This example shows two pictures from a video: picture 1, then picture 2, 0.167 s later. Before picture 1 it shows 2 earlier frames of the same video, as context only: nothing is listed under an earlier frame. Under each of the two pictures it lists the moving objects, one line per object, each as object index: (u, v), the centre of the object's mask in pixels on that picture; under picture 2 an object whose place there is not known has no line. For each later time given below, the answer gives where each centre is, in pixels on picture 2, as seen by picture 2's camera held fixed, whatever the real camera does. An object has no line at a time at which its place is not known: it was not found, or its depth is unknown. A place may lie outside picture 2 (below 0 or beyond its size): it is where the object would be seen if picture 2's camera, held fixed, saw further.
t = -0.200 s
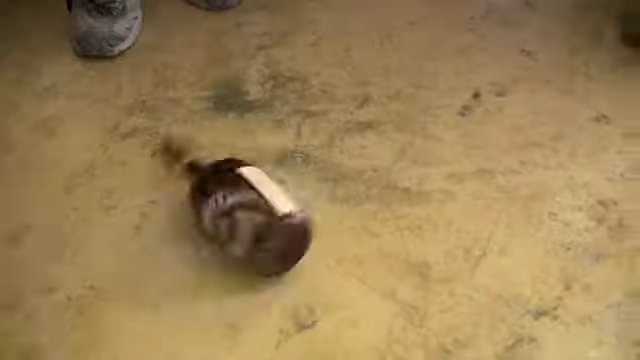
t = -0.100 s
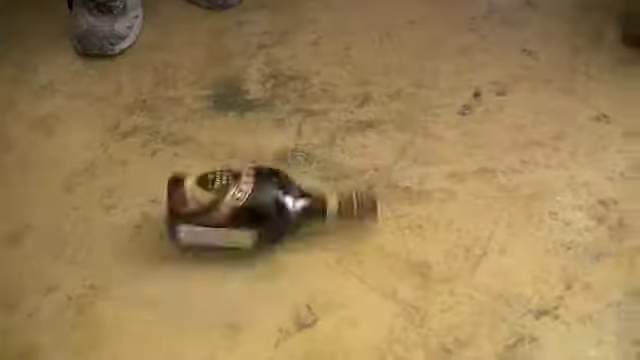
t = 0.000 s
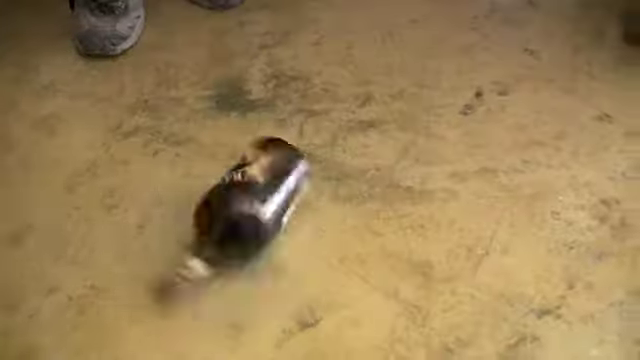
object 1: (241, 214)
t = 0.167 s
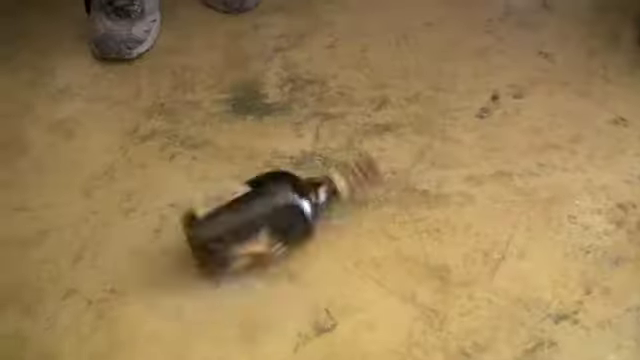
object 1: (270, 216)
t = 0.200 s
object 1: (271, 219)
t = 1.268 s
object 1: (292, 209)
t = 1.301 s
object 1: (289, 208)
